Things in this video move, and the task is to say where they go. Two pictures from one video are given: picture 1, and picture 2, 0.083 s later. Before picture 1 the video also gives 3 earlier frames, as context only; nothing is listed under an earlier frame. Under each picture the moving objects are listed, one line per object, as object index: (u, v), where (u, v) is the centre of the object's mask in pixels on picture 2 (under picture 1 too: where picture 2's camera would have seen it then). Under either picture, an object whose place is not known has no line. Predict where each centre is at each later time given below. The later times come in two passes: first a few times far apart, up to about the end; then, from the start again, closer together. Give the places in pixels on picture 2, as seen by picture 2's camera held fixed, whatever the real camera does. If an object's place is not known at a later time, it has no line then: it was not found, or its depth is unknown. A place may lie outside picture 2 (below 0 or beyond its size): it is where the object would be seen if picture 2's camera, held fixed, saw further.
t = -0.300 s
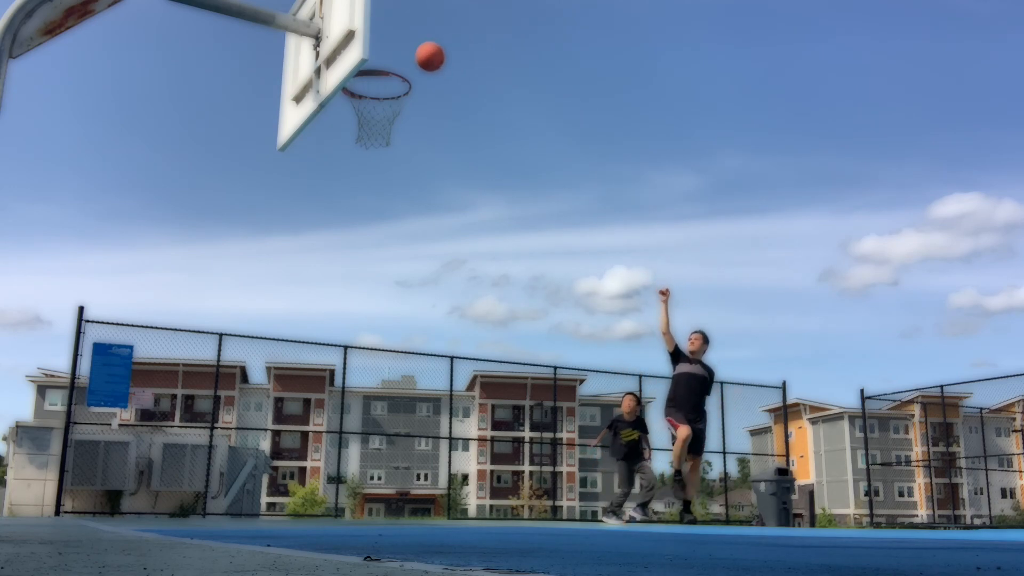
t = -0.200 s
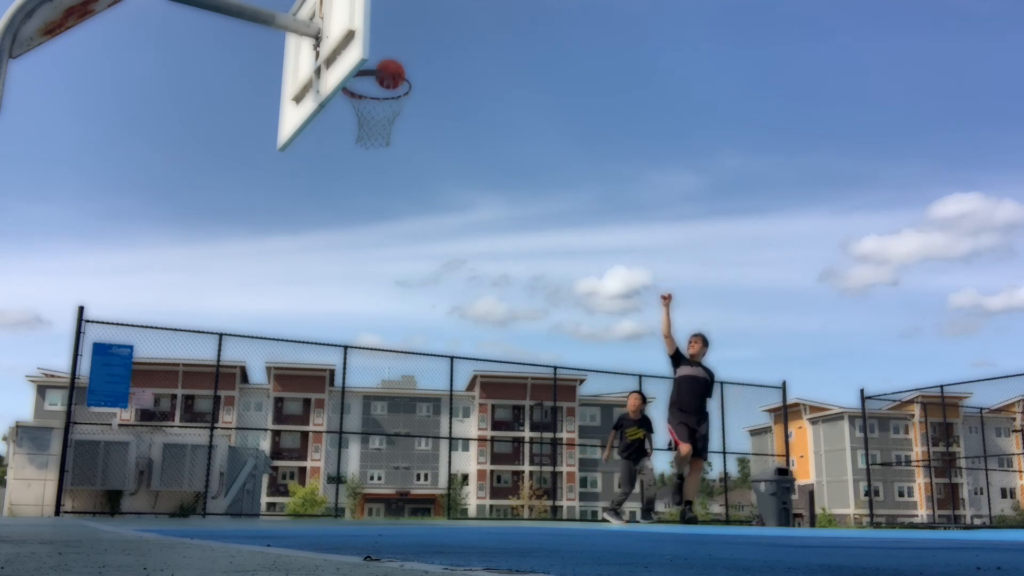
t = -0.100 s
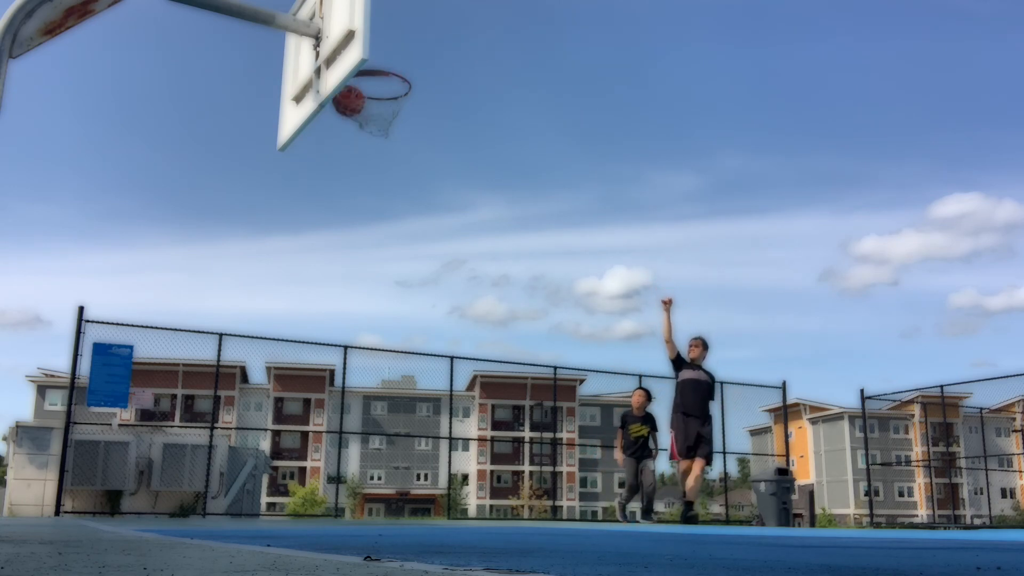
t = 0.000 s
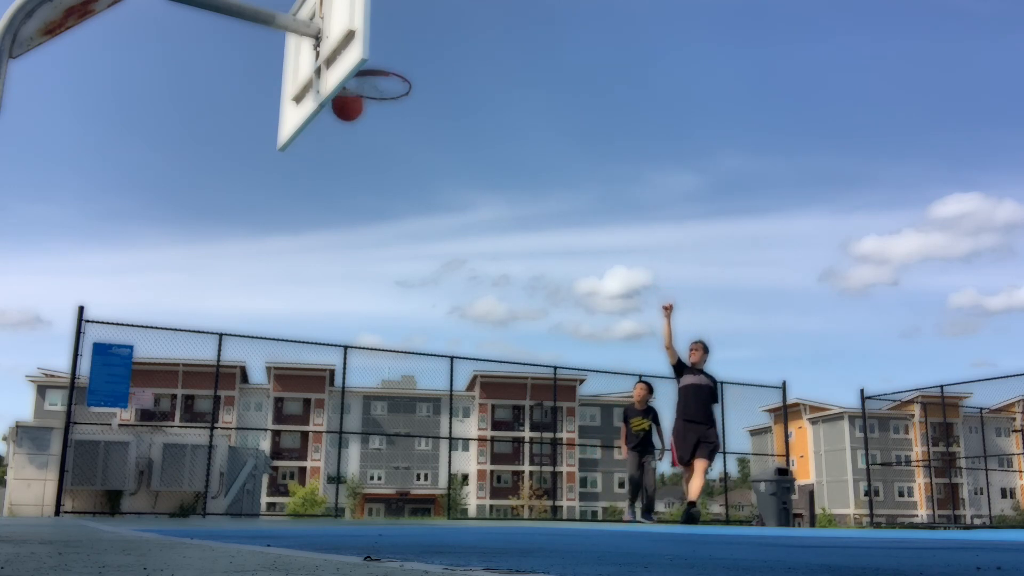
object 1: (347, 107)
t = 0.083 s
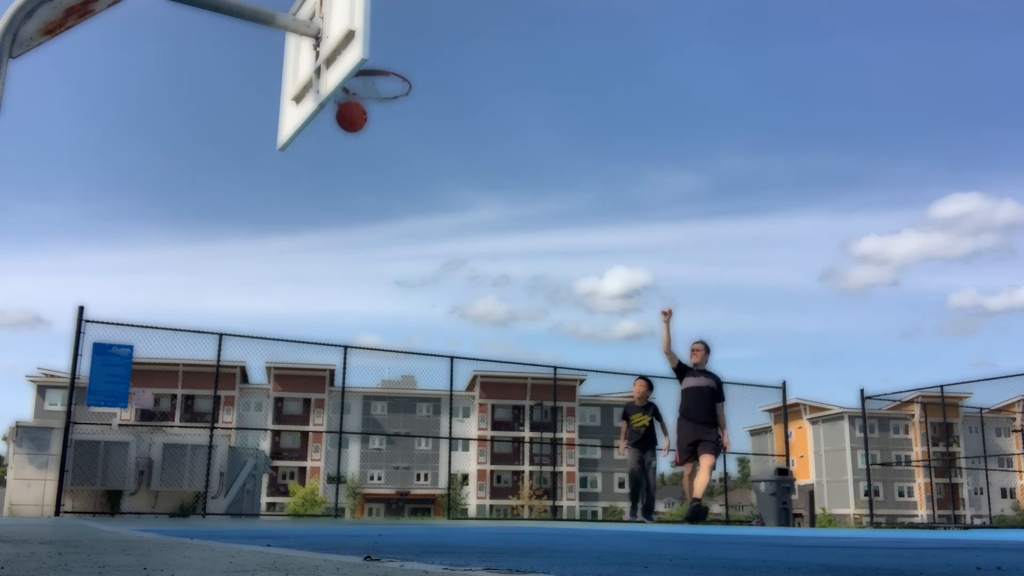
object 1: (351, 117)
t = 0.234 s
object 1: (357, 160)
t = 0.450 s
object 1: (363, 280)
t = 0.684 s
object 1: (364, 493)
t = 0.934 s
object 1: (397, 336)
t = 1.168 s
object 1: (421, 263)
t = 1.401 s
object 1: (441, 267)
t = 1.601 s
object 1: (456, 330)
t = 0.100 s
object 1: (352, 120)
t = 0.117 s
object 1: (353, 124)
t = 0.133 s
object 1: (354, 128)
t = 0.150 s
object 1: (354, 133)
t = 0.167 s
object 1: (355, 138)
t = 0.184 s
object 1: (355, 143)
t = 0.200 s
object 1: (356, 148)
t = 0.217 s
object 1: (356, 154)
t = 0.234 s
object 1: (357, 160)
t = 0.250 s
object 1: (357, 167)
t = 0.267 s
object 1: (358, 174)
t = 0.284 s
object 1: (358, 182)
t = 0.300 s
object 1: (359, 190)
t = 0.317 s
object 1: (359, 198)
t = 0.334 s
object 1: (360, 206)
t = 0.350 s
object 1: (360, 216)
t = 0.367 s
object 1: (361, 225)
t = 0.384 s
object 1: (361, 236)
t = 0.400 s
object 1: (362, 246)
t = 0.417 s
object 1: (362, 257)
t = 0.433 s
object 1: (363, 268)
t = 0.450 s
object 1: (363, 280)
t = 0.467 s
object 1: (363, 292)
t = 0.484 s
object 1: (363, 304)
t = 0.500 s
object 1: (363, 318)
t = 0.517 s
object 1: (363, 331)
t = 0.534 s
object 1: (364, 345)
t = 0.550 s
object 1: (363, 359)
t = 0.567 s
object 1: (364, 374)
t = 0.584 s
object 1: (363, 389)
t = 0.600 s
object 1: (363, 405)
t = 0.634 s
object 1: (364, 438)
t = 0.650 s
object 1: (363, 456)
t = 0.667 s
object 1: (364, 474)
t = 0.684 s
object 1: (364, 493)
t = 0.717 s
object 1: (367, 488)
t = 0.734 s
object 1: (369, 473)
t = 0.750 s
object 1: (372, 459)
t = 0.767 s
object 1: (375, 445)
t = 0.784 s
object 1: (377, 432)
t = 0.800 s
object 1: (379, 418)
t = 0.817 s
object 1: (381, 407)
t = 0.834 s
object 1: (384, 395)
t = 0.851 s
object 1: (386, 384)
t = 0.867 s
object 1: (388, 374)
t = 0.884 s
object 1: (391, 364)
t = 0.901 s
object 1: (393, 354)
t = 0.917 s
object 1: (395, 345)
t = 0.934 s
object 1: (397, 336)
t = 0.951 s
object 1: (399, 328)
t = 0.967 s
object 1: (401, 320)
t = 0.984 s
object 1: (403, 313)
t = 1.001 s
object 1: (404, 306)
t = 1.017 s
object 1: (406, 300)
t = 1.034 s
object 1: (408, 294)
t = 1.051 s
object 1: (410, 289)
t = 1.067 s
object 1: (411, 284)
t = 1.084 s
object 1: (413, 279)
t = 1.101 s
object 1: (415, 275)
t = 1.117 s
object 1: (417, 271)
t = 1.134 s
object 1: (418, 268)
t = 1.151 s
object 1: (420, 265)
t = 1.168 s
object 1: (421, 263)
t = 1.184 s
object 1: (423, 260)
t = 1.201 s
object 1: (424, 258)
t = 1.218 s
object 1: (426, 257)
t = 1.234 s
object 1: (427, 256)
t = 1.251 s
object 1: (429, 256)
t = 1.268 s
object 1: (430, 255)
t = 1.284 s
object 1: (431, 255)
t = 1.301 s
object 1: (433, 256)
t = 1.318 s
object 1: (434, 257)
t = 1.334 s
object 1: (436, 258)
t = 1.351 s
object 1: (437, 260)
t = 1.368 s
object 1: (439, 262)
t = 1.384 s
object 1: (440, 264)
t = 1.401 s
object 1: (441, 267)
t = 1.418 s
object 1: (442, 270)
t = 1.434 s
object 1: (444, 274)
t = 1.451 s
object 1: (445, 278)
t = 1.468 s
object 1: (446, 282)
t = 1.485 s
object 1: (448, 287)
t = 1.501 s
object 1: (449, 292)
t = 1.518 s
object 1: (450, 297)
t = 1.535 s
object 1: (451, 303)
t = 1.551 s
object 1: (452, 310)
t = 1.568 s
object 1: (453, 316)
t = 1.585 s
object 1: (455, 323)
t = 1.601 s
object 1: (456, 330)
